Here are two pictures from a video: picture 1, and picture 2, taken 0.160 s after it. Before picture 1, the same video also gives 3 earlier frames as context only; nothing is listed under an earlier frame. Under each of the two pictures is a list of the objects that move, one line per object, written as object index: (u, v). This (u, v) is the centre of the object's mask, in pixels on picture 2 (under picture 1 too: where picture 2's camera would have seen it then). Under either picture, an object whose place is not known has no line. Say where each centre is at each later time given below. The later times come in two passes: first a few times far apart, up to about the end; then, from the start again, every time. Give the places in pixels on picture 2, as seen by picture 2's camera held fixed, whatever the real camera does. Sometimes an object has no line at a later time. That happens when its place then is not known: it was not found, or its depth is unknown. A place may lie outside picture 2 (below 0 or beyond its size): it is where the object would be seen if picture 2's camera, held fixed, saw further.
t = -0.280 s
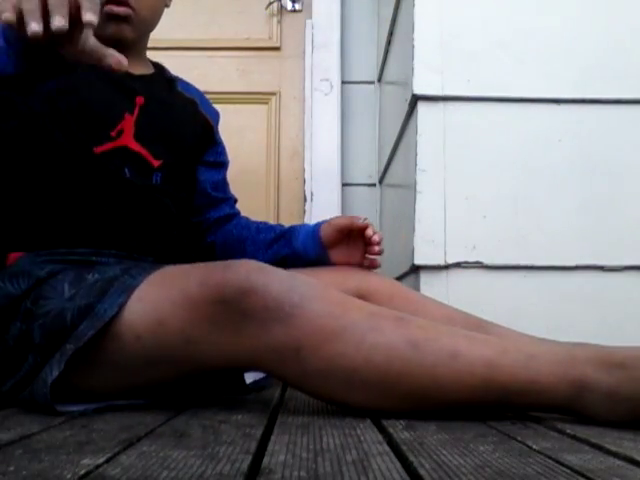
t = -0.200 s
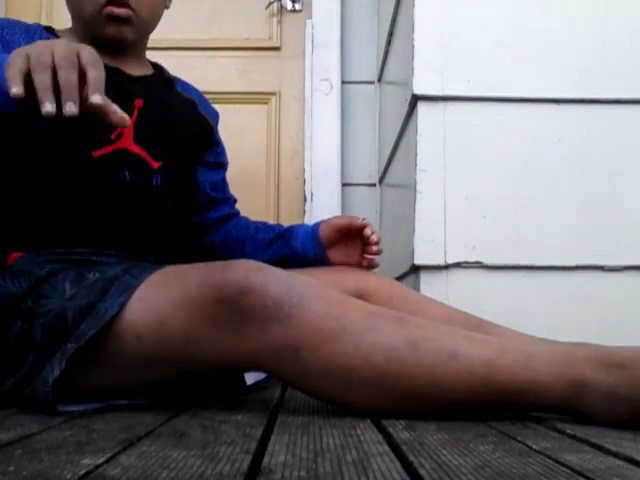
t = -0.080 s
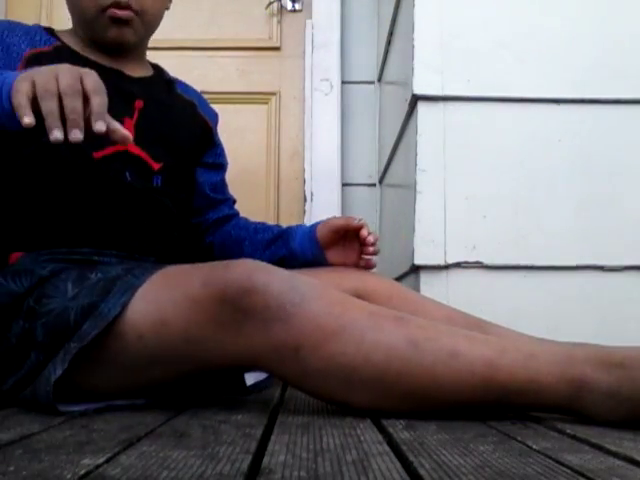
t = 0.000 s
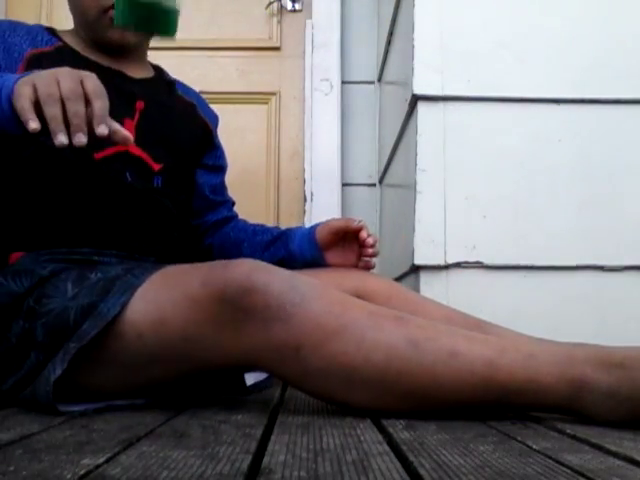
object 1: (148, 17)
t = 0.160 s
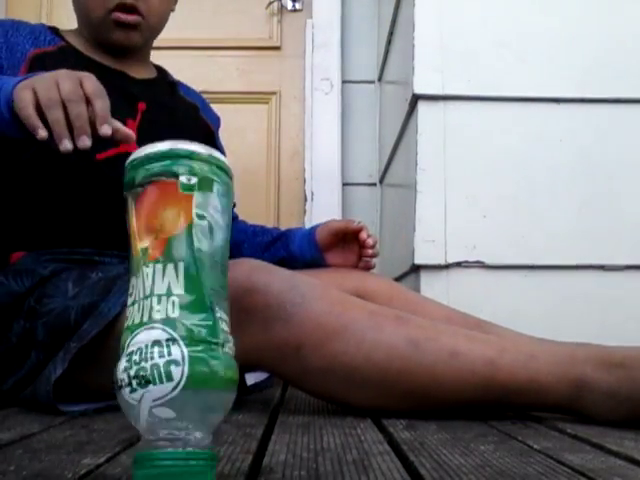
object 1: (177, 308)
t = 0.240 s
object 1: (196, 313)
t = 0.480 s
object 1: (290, 404)
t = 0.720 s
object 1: (318, 408)
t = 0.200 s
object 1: (186, 310)
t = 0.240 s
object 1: (196, 313)
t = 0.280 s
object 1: (209, 317)
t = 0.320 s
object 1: (223, 322)
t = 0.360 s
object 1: (239, 333)
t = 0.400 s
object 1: (257, 351)
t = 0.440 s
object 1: (277, 386)
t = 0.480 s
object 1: (290, 404)
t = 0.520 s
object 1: (304, 398)
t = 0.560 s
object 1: (314, 407)
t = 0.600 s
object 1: (313, 408)
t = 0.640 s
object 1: (315, 408)
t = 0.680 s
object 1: (318, 408)
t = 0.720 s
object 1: (318, 408)
